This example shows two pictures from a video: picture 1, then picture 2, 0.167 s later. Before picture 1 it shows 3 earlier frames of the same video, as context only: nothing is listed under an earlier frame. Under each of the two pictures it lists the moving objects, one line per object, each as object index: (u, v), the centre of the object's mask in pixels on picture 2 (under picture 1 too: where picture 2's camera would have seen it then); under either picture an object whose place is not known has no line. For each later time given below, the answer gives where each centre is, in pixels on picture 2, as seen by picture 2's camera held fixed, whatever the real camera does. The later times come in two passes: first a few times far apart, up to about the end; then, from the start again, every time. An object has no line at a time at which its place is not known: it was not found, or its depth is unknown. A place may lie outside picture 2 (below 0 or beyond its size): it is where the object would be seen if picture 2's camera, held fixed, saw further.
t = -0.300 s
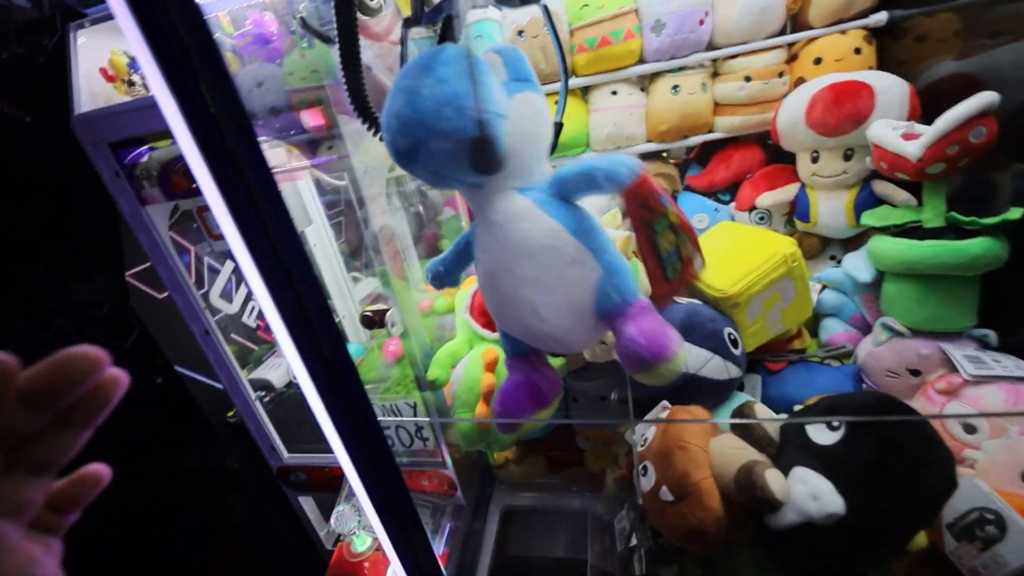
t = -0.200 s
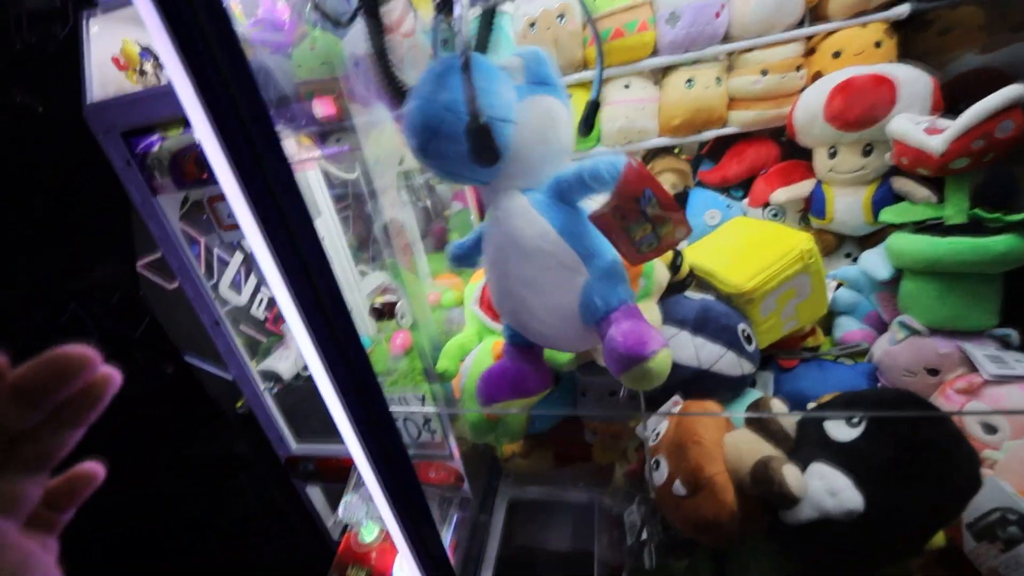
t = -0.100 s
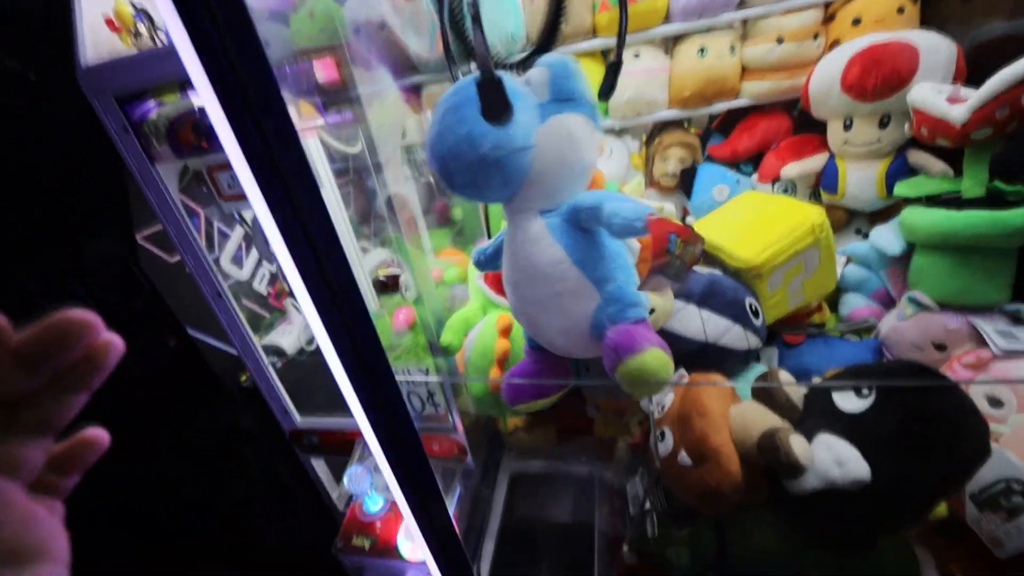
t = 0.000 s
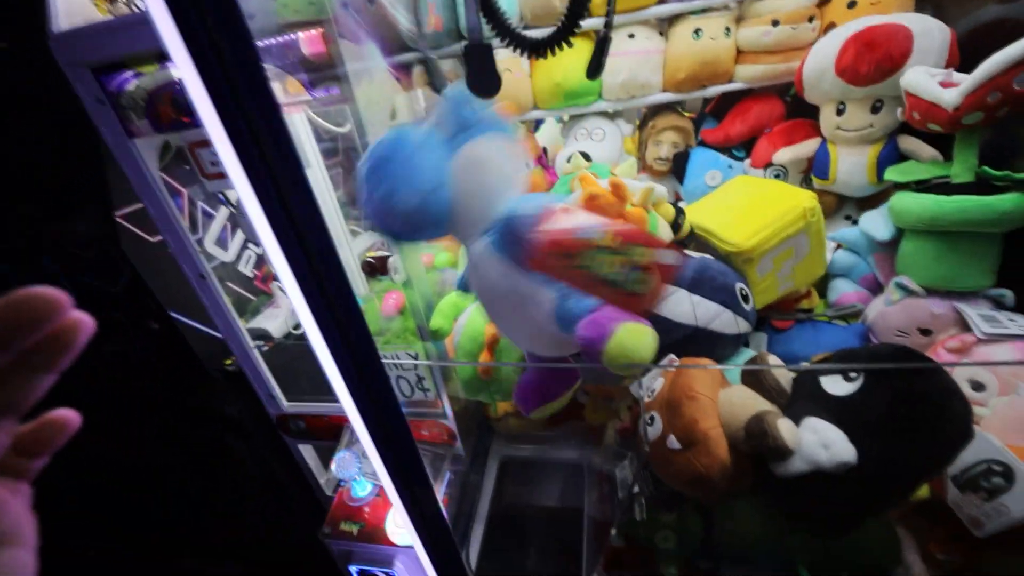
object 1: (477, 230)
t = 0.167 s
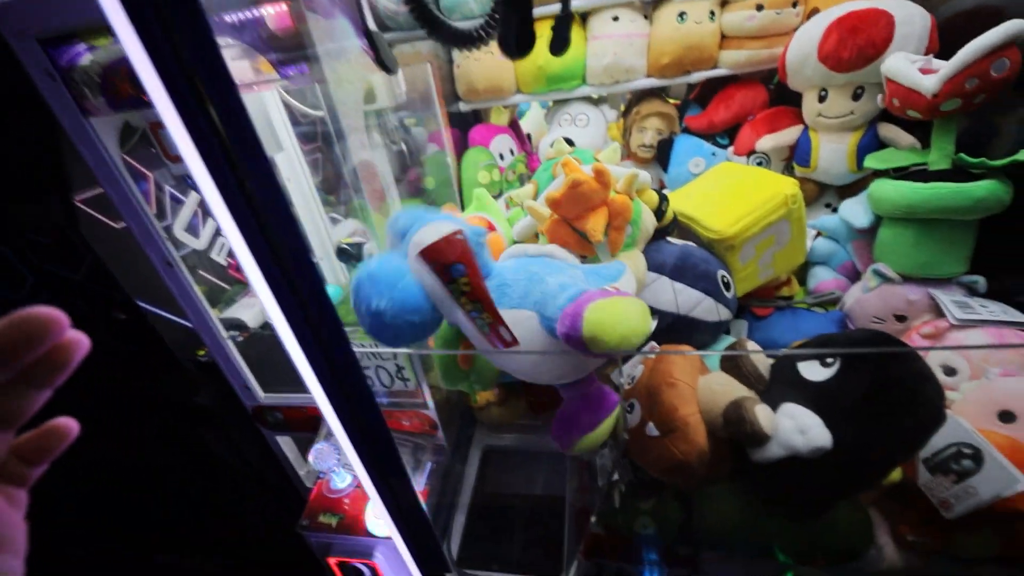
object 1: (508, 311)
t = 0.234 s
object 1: (509, 316)
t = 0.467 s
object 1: (510, 316)
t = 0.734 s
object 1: (507, 316)
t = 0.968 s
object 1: (505, 316)
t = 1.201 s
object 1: (502, 316)
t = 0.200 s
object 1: (509, 316)
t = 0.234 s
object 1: (509, 316)
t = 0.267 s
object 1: (509, 316)
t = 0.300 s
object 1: (509, 316)
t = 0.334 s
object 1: (510, 316)
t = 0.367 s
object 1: (510, 316)
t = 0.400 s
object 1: (510, 316)
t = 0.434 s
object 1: (510, 316)
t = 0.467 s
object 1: (510, 316)
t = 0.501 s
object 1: (510, 316)
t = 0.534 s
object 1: (509, 316)
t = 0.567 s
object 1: (510, 316)
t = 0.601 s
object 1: (509, 316)
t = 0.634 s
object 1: (509, 316)
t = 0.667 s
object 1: (508, 316)
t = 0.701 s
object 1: (508, 316)
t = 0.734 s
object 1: (507, 316)
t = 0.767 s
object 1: (507, 316)
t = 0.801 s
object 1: (507, 316)
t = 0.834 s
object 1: (506, 316)
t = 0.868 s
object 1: (505, 316)
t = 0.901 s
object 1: (505, 316)
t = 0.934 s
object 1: (505, 316)
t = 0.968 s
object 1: (505, 316)
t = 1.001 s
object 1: (504, 316)
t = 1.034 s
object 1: (504, 316)
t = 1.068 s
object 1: (503, 316)
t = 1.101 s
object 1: (503, 316)
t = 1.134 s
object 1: (502, 316)
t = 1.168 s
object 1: (502, 316)
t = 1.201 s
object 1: (502, 316)
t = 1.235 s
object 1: (501, 315)
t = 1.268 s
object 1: (501, 315)
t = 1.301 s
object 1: (501, 315)
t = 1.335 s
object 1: (500, 315)
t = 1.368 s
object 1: (500, 315)
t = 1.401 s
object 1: (499, 315)
